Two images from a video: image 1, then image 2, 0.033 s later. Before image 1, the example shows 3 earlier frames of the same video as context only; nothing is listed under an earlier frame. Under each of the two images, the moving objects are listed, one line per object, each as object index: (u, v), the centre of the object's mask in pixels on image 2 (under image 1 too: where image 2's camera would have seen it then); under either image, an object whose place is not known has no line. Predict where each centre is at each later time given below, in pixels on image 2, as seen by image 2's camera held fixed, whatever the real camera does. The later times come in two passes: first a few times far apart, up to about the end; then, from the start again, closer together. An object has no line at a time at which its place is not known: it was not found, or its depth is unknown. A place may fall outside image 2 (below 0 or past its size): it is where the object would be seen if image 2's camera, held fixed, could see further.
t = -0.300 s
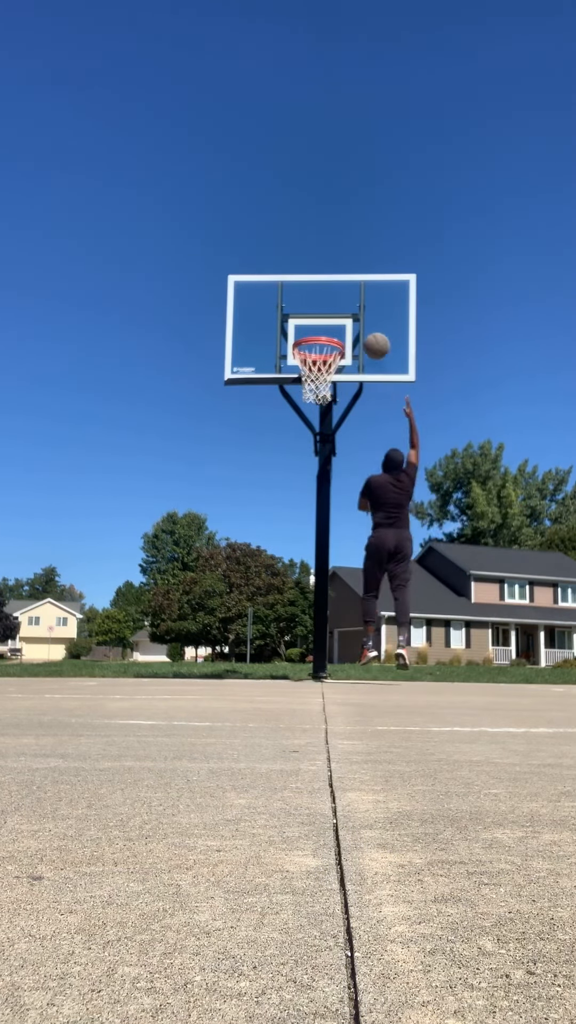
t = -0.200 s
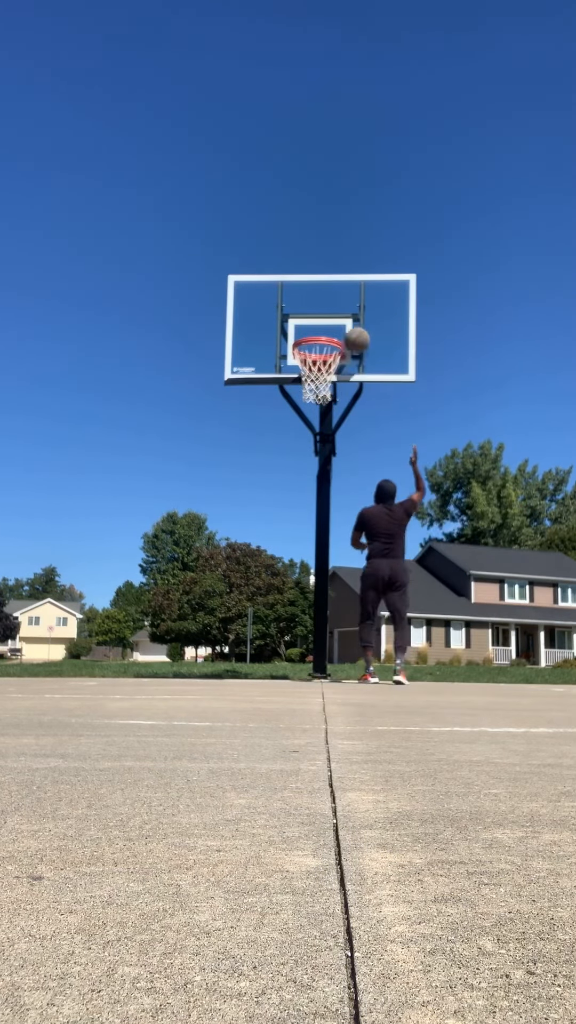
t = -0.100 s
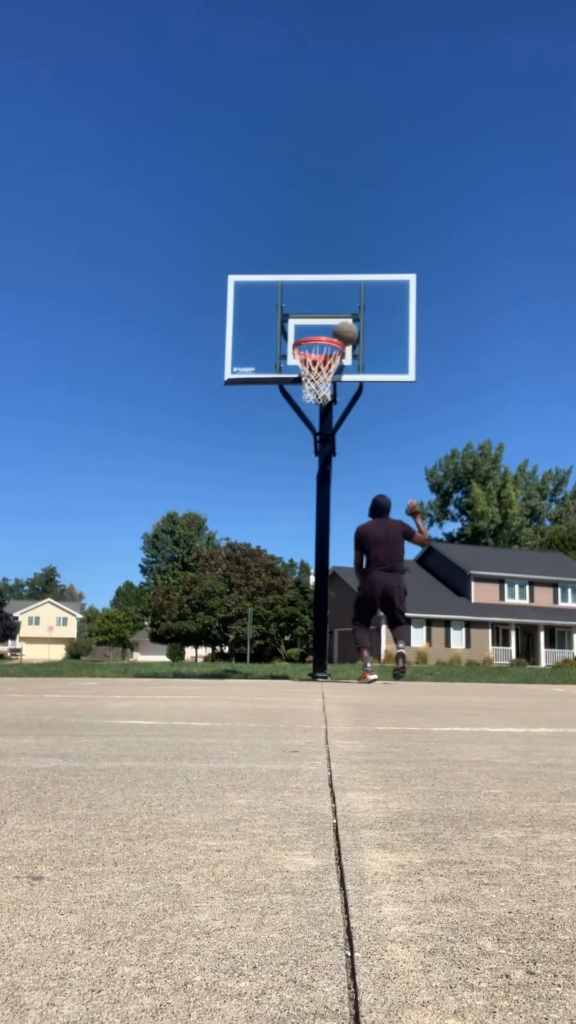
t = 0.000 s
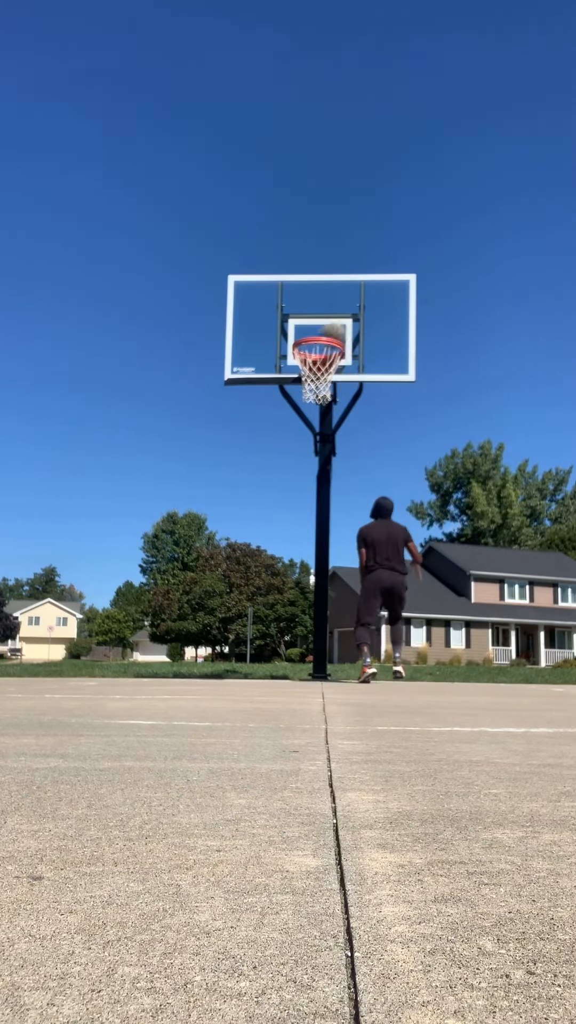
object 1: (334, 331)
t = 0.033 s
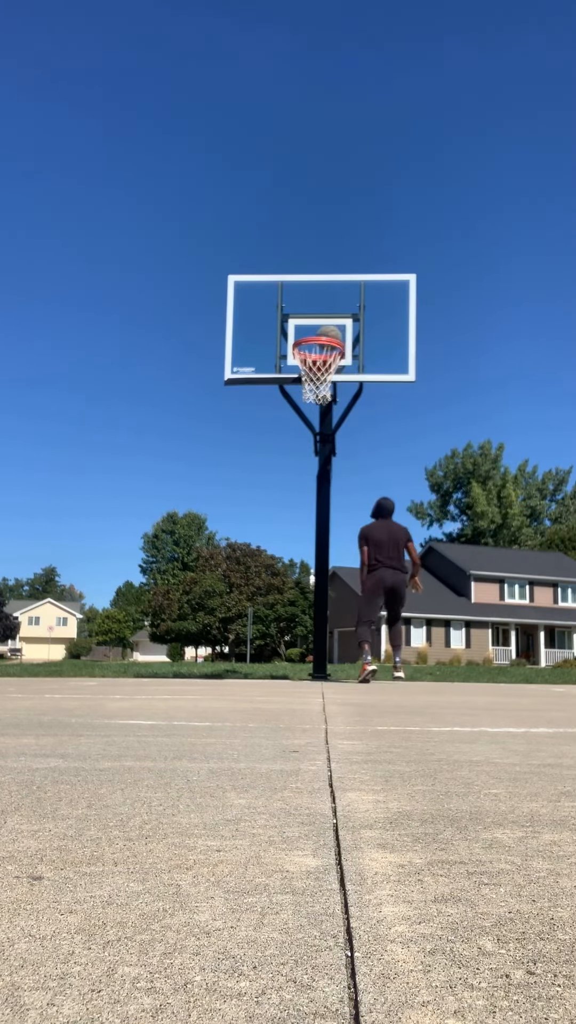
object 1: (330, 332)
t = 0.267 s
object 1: (294, 376)
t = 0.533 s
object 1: (297, 440)
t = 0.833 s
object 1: (294, 603)
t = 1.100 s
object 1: (306, 587)
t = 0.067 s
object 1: (325, 333)
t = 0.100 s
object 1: (319, 335)
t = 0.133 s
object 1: (312, 353)
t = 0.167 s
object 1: (308, 357)
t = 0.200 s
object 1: (303, 359)
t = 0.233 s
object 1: (299, 368)
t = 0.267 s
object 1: (294, 376)
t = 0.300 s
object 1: (299, 387)
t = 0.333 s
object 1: (299, 389)
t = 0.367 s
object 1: (300, 393)
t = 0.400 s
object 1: (299, 399)
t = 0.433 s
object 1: (298, 407)
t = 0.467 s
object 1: (298, 417)
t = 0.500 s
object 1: (298, 428)
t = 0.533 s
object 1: (297, 440)
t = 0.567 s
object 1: (297, 453)
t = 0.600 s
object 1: (297, 468)
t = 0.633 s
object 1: (297, 484)
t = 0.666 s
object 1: (296, 501)
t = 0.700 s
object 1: (295, 518)
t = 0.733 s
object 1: (295, 538)
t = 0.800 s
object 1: (295, 580)
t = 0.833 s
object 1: (294, 603)
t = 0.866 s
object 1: (294, 626)
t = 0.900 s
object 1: (293, 651)
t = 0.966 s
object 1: (295, 651)
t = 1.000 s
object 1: (298, 633)
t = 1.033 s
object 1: (300, 616)
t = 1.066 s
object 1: (303, 601)
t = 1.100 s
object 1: (306, 587)
